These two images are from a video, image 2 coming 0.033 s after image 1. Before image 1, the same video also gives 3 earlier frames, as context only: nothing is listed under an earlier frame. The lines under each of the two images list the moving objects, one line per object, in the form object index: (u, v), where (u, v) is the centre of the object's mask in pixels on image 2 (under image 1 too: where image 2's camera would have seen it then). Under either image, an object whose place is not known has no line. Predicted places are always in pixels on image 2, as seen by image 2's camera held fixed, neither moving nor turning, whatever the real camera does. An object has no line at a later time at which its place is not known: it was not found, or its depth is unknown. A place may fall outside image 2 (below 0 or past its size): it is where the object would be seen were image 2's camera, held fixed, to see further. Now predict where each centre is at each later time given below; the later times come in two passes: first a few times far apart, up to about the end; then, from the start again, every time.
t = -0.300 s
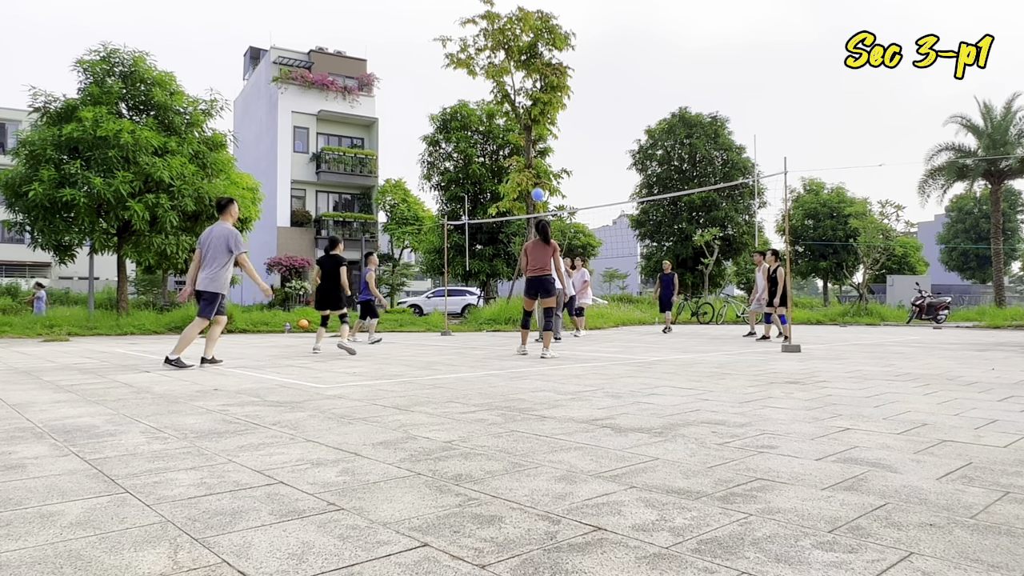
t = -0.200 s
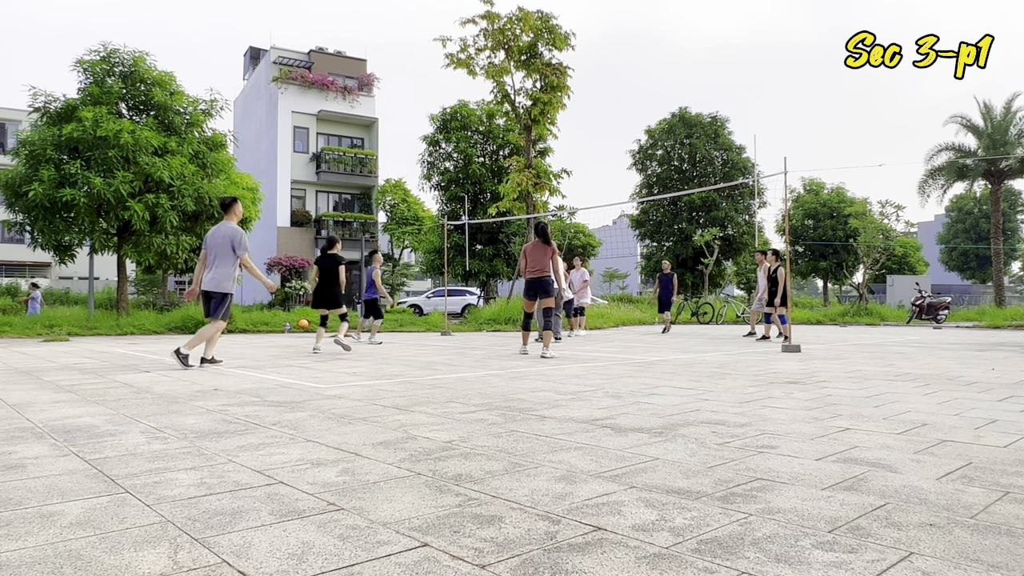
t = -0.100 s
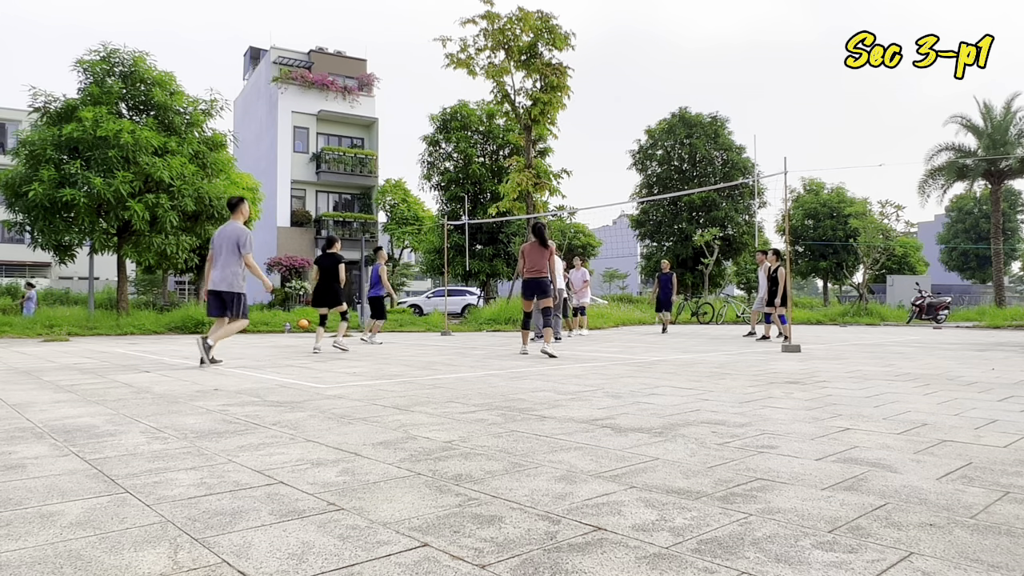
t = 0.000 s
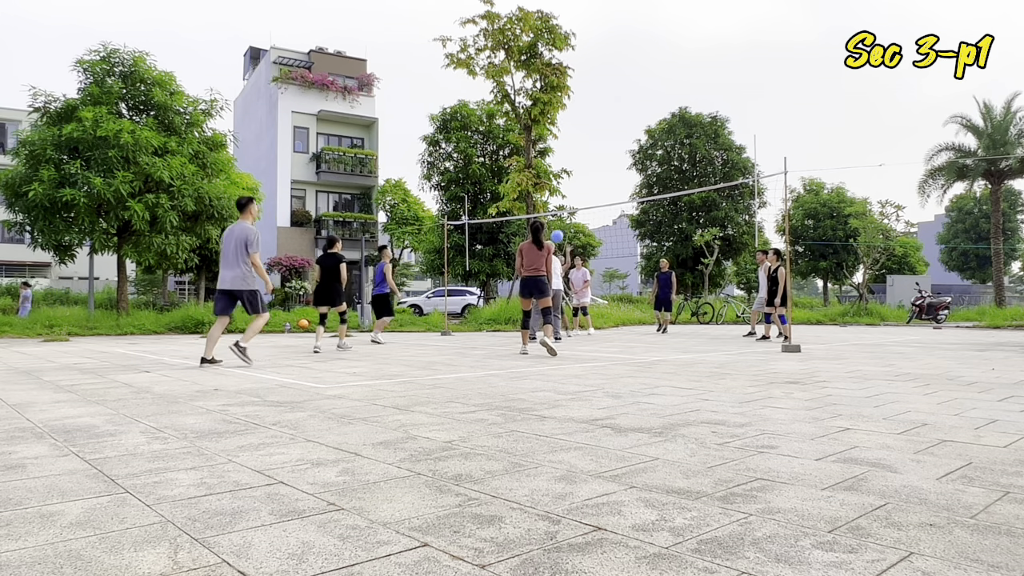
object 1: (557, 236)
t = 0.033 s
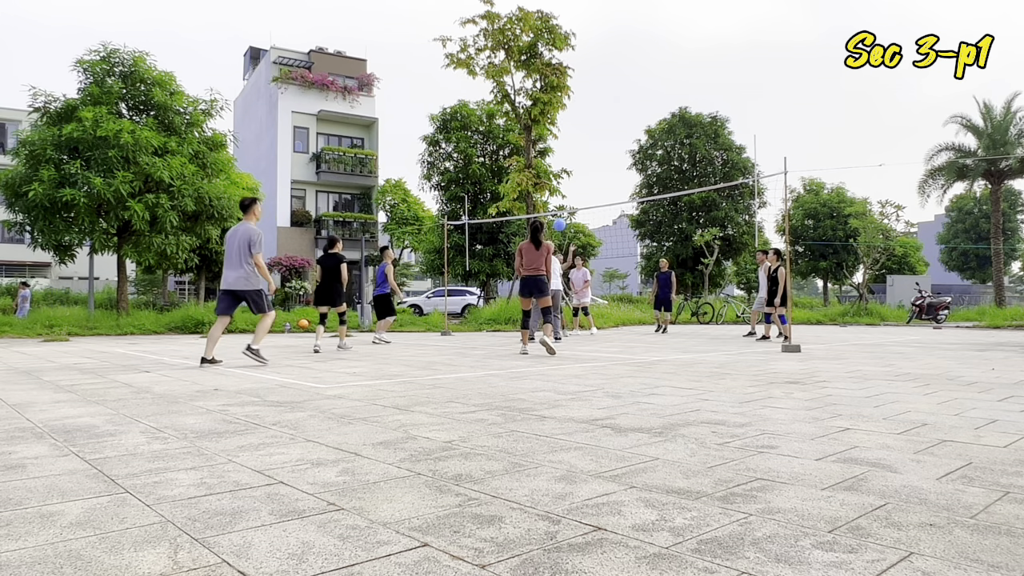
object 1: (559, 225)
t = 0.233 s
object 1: (574, 166)
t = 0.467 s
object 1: (593, 125)
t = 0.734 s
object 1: (614, 112)
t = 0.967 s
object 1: (634, 133)
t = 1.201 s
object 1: (654, 185)
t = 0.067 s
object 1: (562, 214)
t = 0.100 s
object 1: (564, 204)
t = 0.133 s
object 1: (567, 193)
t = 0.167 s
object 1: (569, 183)
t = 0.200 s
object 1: (571, 174)
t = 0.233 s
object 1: (574, 166)
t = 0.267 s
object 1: (577, 159)
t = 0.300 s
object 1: (579, 152)
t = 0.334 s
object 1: (582, 145)
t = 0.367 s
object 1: (585, 139)
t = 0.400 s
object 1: (588, 134)
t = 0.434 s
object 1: (590, 129)
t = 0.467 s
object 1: (593, 125)
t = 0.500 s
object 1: (596, 122)
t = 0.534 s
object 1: (598, 118)
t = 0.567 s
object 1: (601, 116)
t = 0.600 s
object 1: (603, 114)
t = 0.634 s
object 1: (606, 112)
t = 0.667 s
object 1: (609, 112)
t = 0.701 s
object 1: (612, 112)
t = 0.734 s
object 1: (614, 112)
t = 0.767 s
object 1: (617, 113)
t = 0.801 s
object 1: (620, 115)
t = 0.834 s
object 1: (622, 117)
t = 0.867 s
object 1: (625, 120)
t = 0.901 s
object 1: (628, 124)
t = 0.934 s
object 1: (631, 128)
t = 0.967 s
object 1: (634, 133)
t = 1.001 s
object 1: (637, 139)
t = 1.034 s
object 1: (640, 145)
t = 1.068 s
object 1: (643, 152)
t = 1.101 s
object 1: (646, 159)
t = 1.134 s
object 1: (648, 167)
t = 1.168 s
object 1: (651, 176)
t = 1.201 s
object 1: (654, 185)
